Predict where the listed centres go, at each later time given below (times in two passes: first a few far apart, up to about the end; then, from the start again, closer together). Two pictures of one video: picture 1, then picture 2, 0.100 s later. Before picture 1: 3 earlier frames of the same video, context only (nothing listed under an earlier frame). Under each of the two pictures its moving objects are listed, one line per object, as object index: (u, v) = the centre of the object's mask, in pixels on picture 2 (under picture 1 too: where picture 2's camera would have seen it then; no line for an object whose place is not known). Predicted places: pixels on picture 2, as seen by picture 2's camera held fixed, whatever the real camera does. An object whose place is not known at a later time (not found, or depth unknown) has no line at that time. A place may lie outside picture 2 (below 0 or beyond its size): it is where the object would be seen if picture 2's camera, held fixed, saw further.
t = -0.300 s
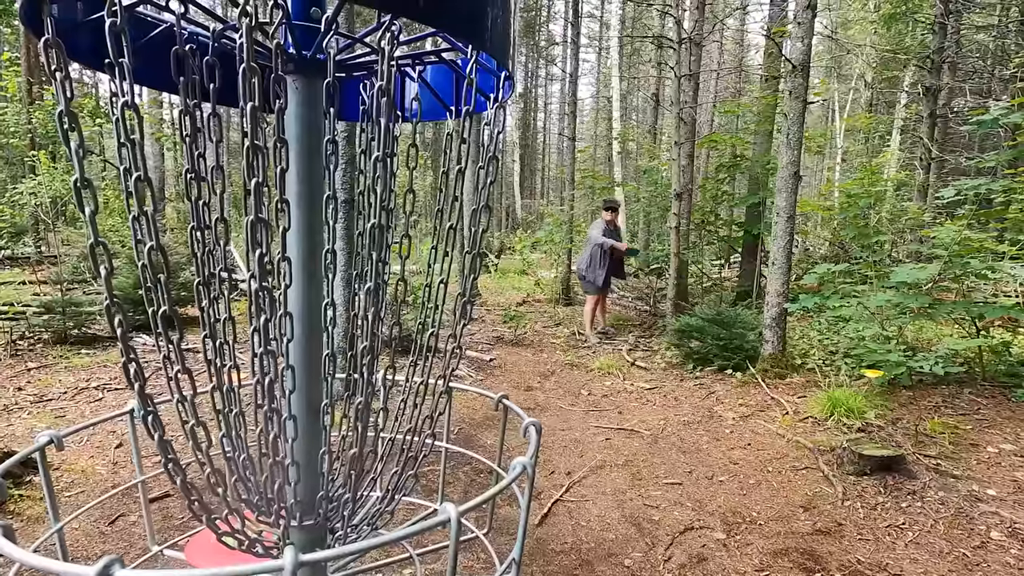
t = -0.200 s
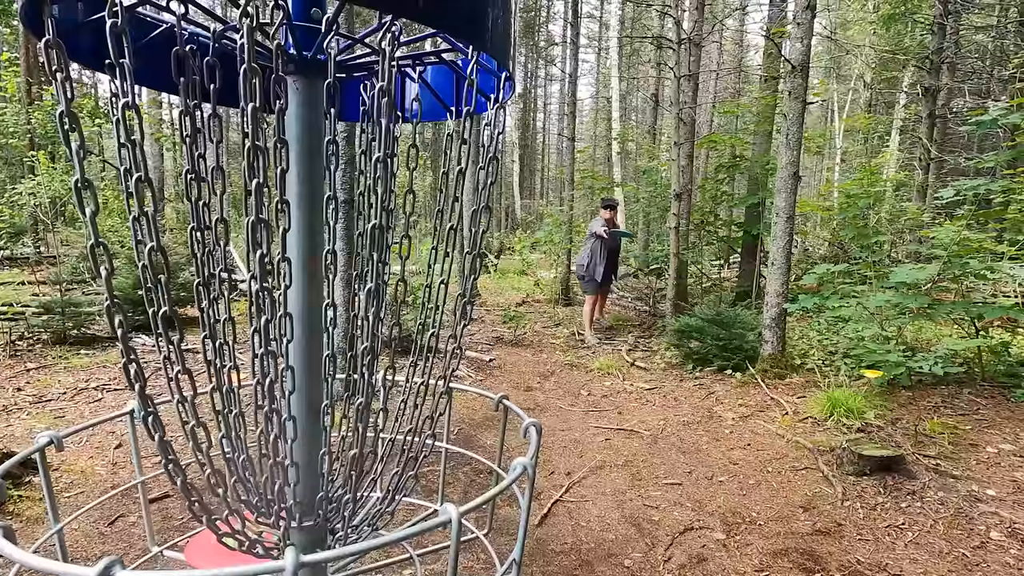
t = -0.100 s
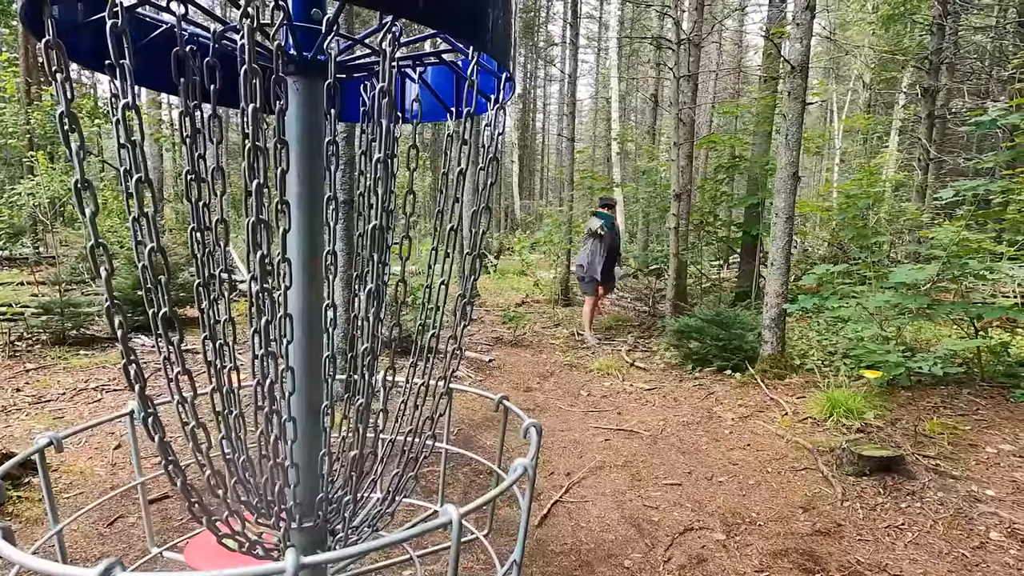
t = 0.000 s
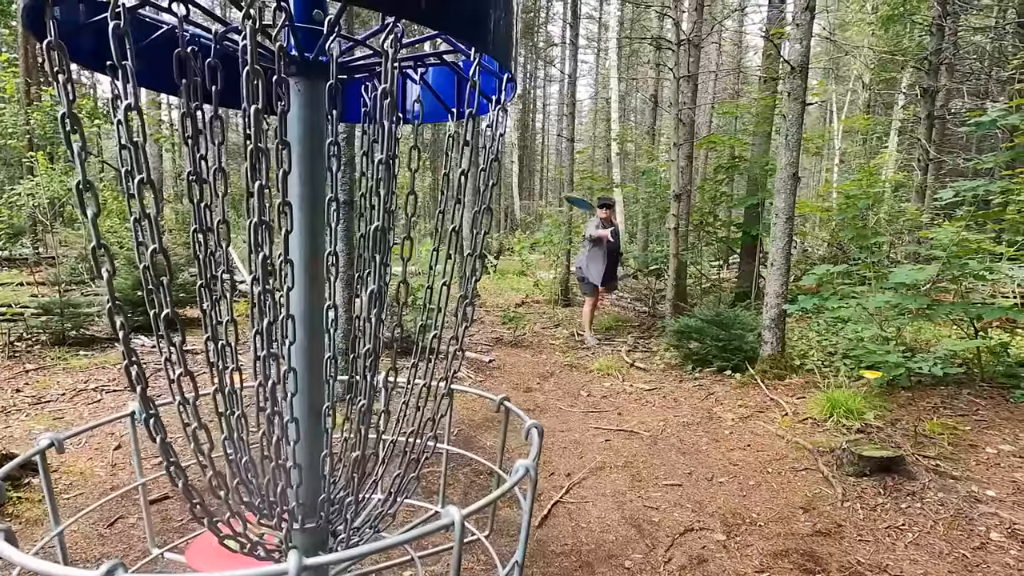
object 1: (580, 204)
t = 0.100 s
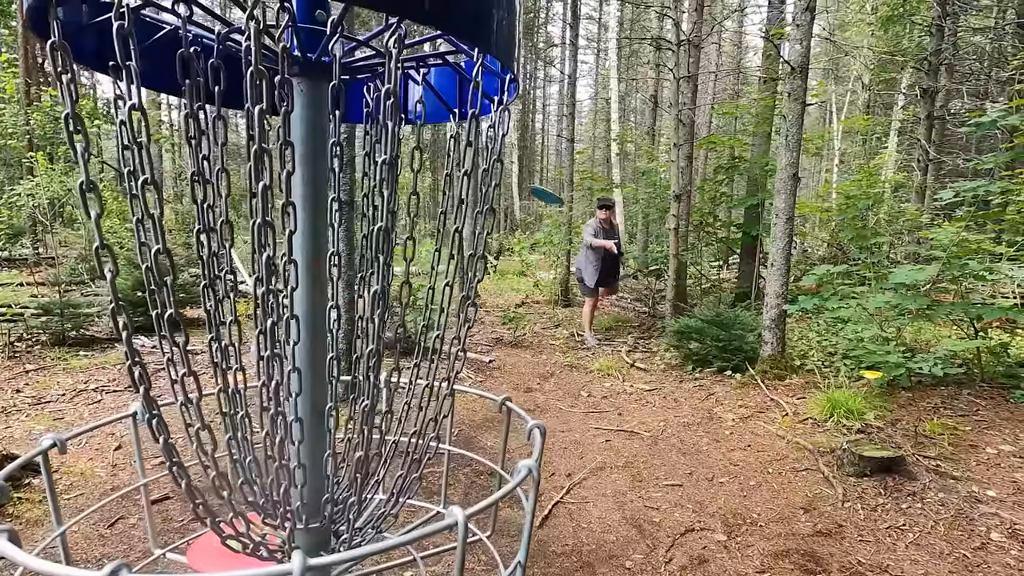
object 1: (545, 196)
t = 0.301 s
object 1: (423, 221)
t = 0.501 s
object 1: (105, 408)
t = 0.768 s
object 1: (191, 495)
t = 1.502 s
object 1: (198, 566)
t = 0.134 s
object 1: (533, 195)
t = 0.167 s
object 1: (518, 197)
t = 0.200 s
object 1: (506, 204)
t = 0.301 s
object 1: (423, 221)
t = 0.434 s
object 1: (206, 336)
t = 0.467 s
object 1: (141, 384)
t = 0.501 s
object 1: (105, 408)
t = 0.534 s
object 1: (77, 433)
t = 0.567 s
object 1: (86, 435)
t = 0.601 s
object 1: (108, 429)
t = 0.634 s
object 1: (118, 429)
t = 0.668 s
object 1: (132, 435)
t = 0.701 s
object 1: (143, 444)
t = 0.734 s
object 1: (178, 471)
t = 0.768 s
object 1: (191, 495)
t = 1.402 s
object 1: (207, 562)
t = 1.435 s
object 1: (204, 563)
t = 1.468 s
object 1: (199, 565)
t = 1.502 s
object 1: (198, 566)
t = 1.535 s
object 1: (197, 567)
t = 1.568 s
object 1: (197, 566)
